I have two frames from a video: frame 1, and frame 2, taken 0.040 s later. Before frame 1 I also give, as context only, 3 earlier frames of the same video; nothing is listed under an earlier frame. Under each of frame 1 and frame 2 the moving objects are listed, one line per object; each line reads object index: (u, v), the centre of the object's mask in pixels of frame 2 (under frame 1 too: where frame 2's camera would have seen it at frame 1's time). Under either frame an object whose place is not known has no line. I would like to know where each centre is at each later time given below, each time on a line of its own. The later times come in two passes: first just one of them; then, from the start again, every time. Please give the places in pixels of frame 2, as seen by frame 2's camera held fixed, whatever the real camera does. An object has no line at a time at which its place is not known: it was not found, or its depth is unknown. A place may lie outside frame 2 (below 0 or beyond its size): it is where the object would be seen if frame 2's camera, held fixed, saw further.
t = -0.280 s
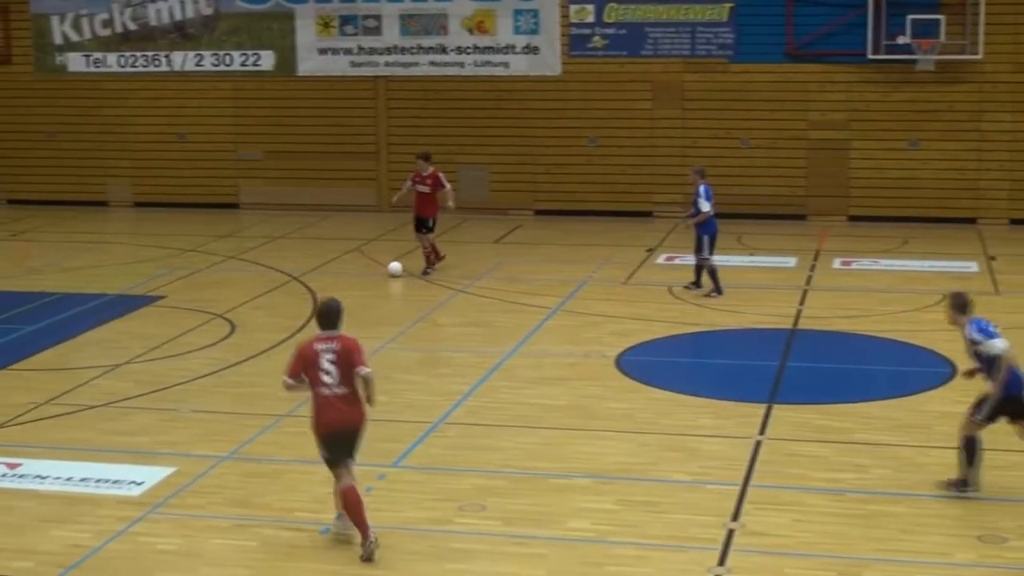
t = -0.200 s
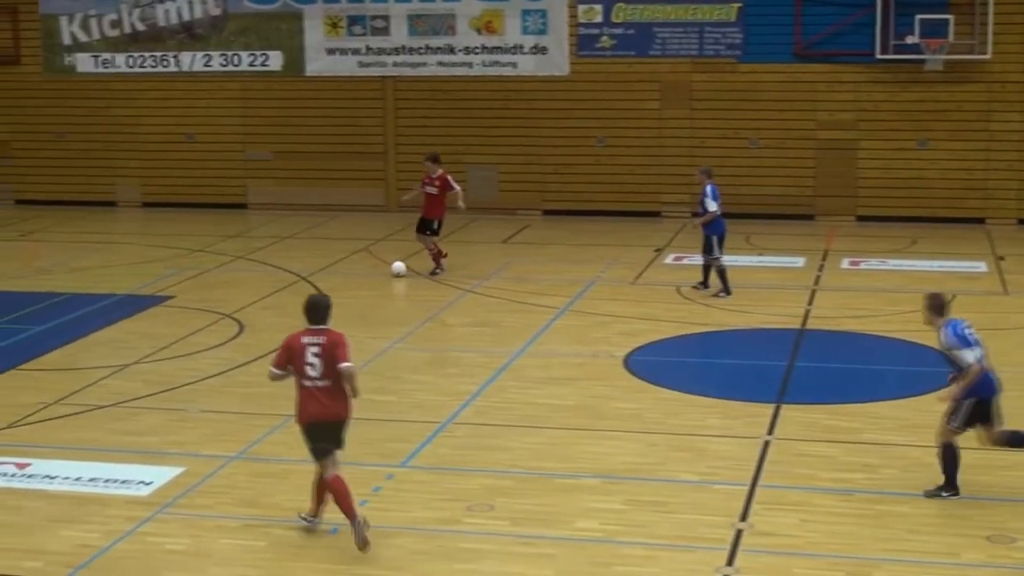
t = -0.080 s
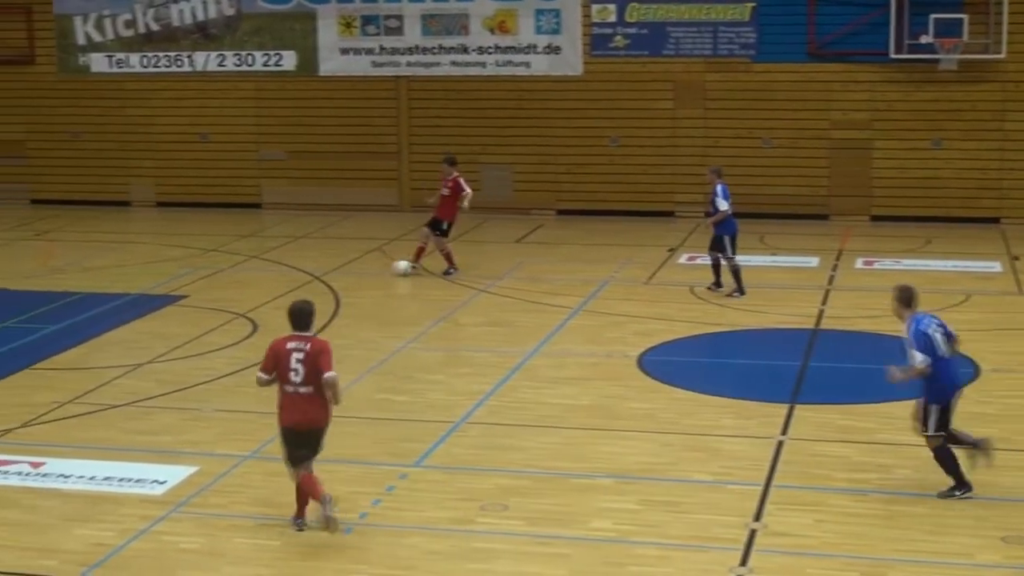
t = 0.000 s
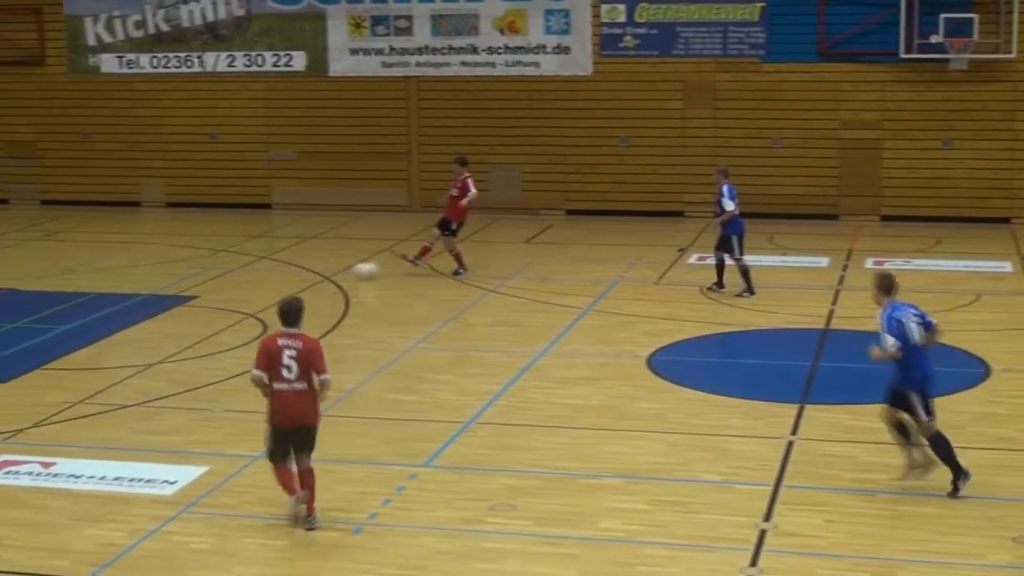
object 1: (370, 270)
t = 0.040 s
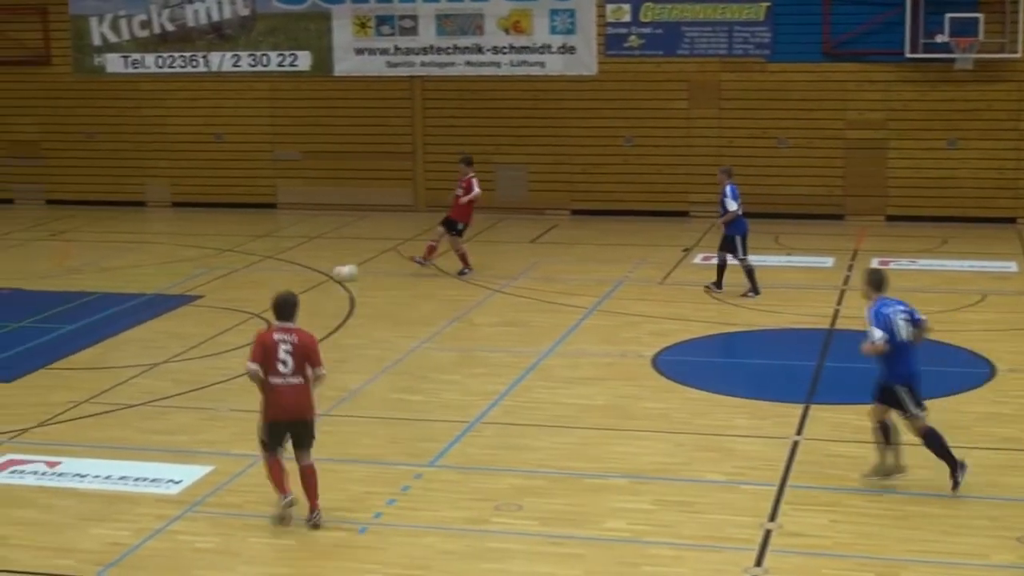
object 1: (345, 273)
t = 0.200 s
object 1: (255, 277)
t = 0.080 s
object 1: (322, 275)
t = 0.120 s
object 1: (299, 275)
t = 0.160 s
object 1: (277, 277)
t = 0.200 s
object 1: (255, 277)
